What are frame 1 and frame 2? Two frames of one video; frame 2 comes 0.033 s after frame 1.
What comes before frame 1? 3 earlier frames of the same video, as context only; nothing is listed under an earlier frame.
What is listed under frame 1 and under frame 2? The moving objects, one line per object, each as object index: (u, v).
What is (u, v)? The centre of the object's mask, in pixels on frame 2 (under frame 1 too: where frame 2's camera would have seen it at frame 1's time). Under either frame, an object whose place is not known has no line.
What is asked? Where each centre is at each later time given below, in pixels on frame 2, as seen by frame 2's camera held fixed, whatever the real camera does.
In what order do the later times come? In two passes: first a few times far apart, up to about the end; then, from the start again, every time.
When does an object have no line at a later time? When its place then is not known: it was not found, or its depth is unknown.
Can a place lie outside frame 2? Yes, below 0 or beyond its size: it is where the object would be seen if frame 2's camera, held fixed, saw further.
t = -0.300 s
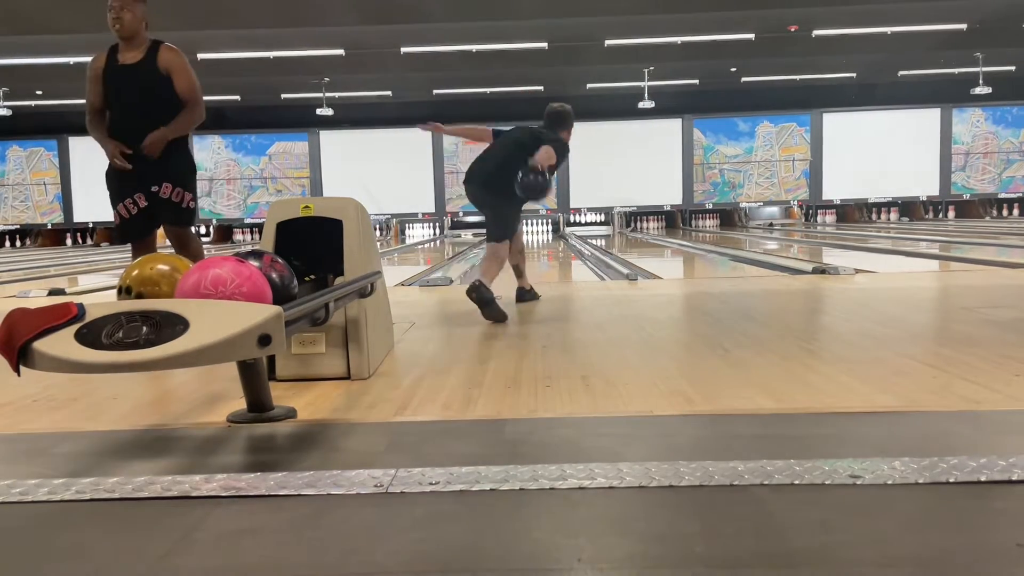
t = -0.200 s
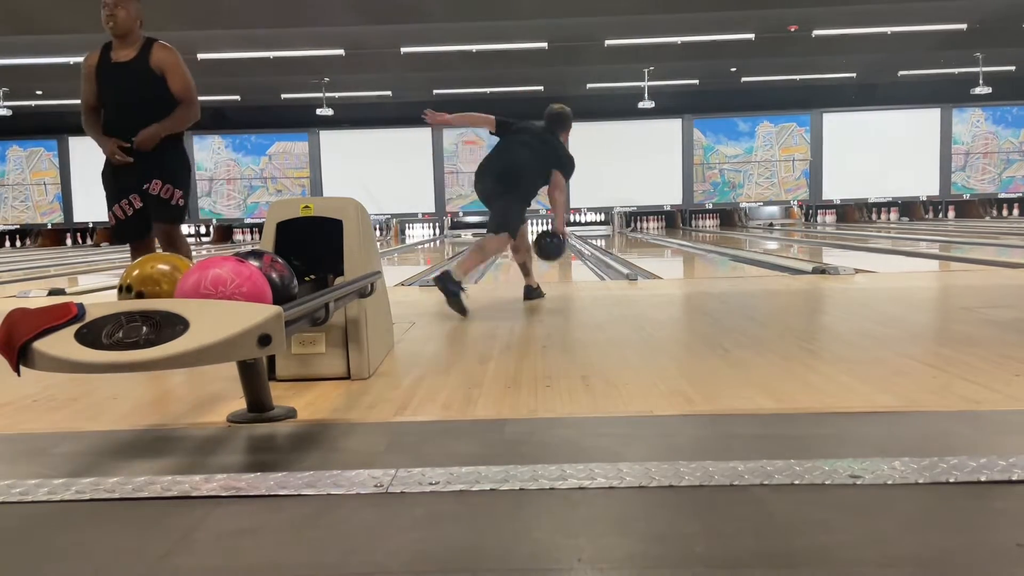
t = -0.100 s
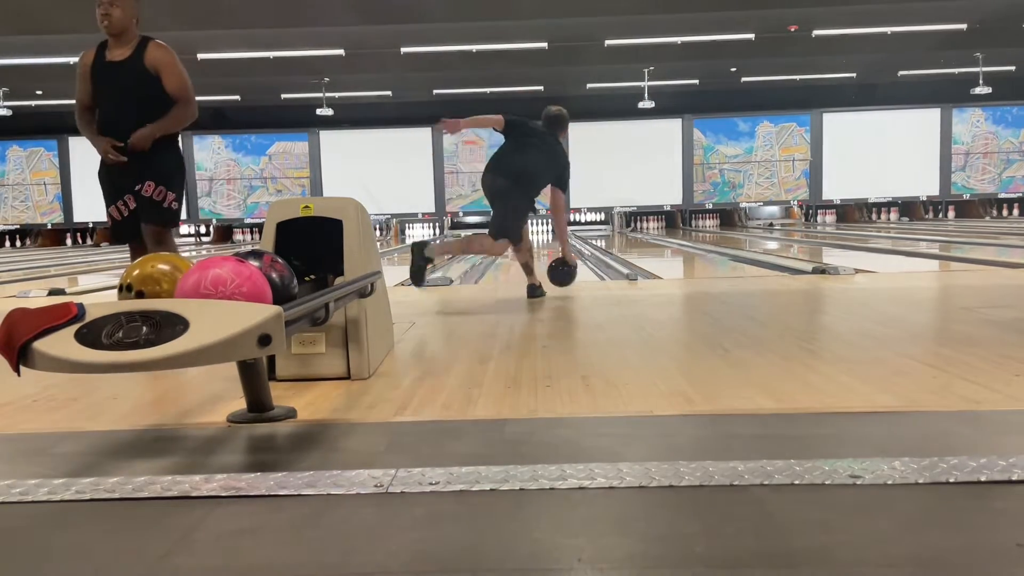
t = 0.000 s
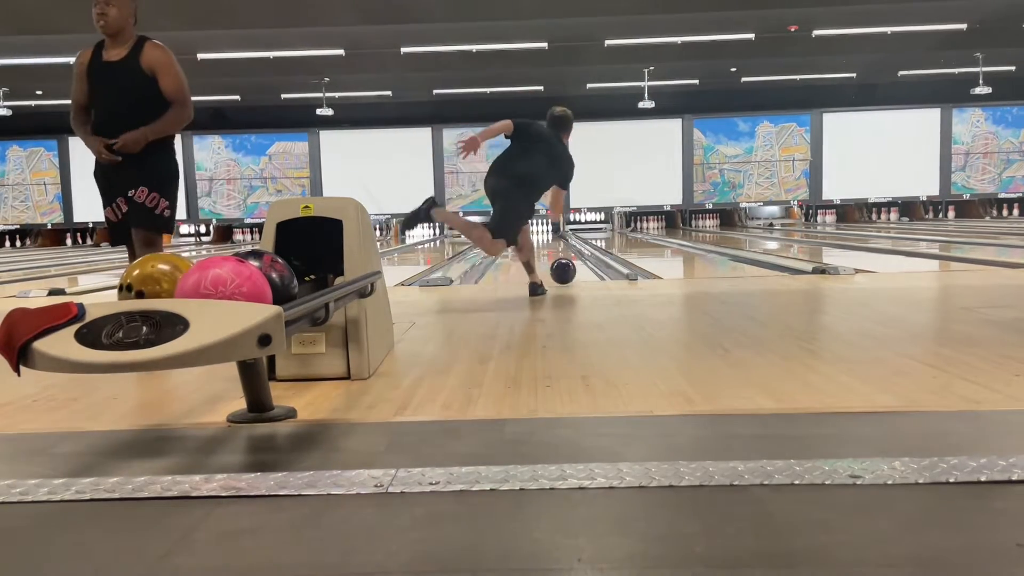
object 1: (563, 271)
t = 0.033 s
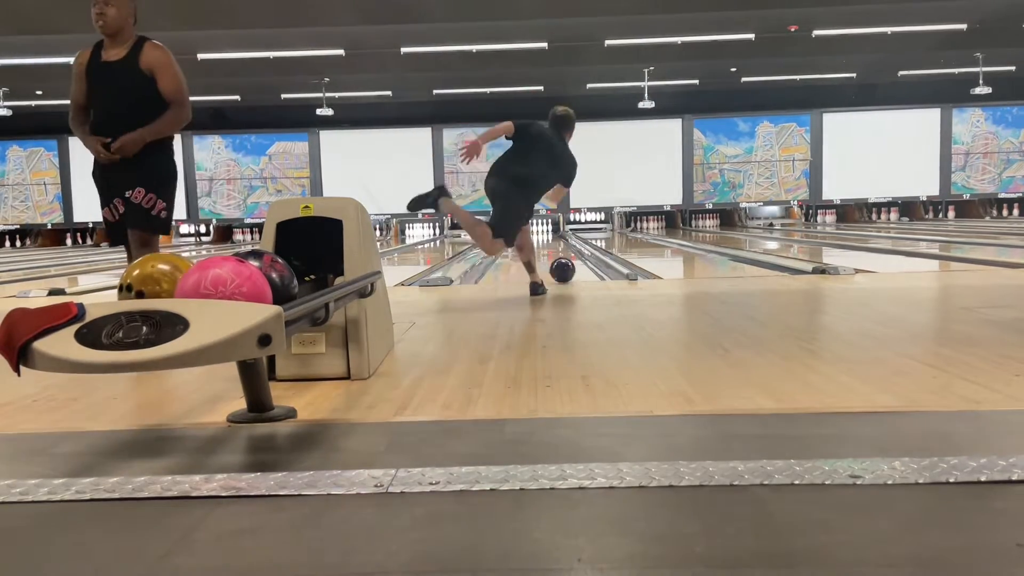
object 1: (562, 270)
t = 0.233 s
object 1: (559, 260)
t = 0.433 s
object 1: (557, 253)
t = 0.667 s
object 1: (555, 248)
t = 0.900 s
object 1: (553, 244)
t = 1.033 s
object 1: (552, 241)
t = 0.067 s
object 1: (562, 267)
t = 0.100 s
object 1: (561, 265)
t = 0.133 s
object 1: (561, 264)
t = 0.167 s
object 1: (560, 263)
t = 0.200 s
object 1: (560, 261)
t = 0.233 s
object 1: (559, 260)
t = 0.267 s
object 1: (559, 259)
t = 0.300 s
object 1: (559, 258)
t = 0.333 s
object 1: (558, 257)
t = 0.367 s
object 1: (558, 255)
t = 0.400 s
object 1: (558, 254)
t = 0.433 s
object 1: (557, 253)
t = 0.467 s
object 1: (557, 252)
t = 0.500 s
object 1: (556, 251)
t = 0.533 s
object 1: (556, 251)
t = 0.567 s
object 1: (556, 250)
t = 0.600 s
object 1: (556, 249)
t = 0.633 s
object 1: (555, 248)
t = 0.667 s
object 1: (555, 248)
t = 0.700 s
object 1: (555, 247)
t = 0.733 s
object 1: (554, 247)
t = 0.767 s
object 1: (554, 246)
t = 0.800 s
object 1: (554, 246)
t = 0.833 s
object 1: (553, 245)
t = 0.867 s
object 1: (553, 244)
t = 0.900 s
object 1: (553, 244)
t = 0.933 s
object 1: (553, 243)
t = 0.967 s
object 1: (552, 242)
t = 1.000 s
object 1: (552, 242)
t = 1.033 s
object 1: (552, 241)
